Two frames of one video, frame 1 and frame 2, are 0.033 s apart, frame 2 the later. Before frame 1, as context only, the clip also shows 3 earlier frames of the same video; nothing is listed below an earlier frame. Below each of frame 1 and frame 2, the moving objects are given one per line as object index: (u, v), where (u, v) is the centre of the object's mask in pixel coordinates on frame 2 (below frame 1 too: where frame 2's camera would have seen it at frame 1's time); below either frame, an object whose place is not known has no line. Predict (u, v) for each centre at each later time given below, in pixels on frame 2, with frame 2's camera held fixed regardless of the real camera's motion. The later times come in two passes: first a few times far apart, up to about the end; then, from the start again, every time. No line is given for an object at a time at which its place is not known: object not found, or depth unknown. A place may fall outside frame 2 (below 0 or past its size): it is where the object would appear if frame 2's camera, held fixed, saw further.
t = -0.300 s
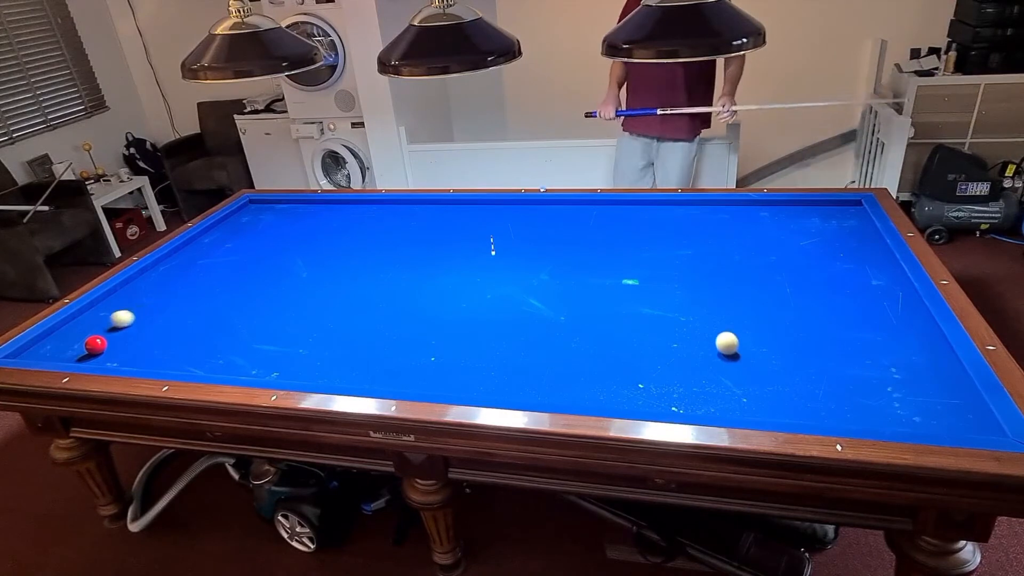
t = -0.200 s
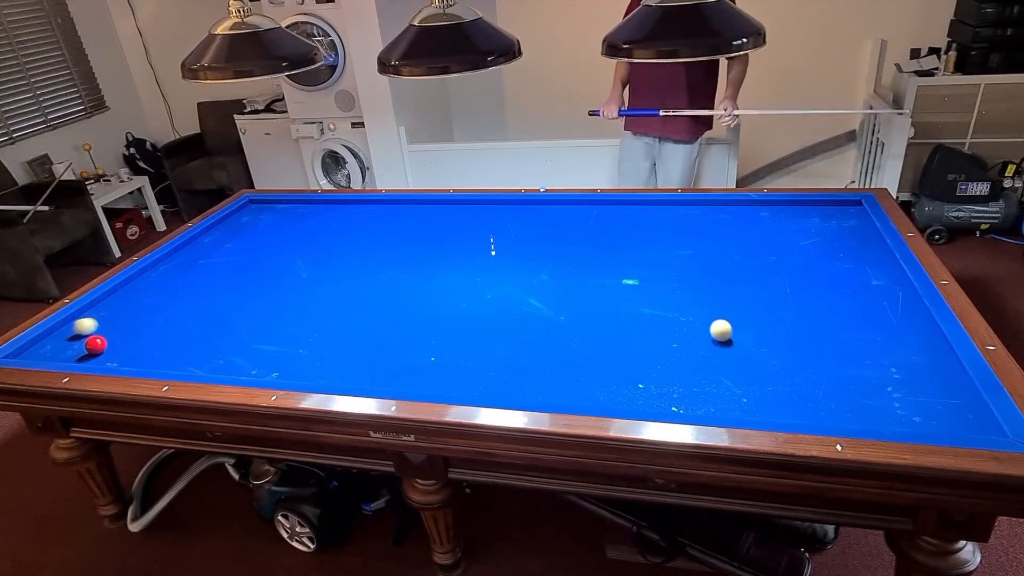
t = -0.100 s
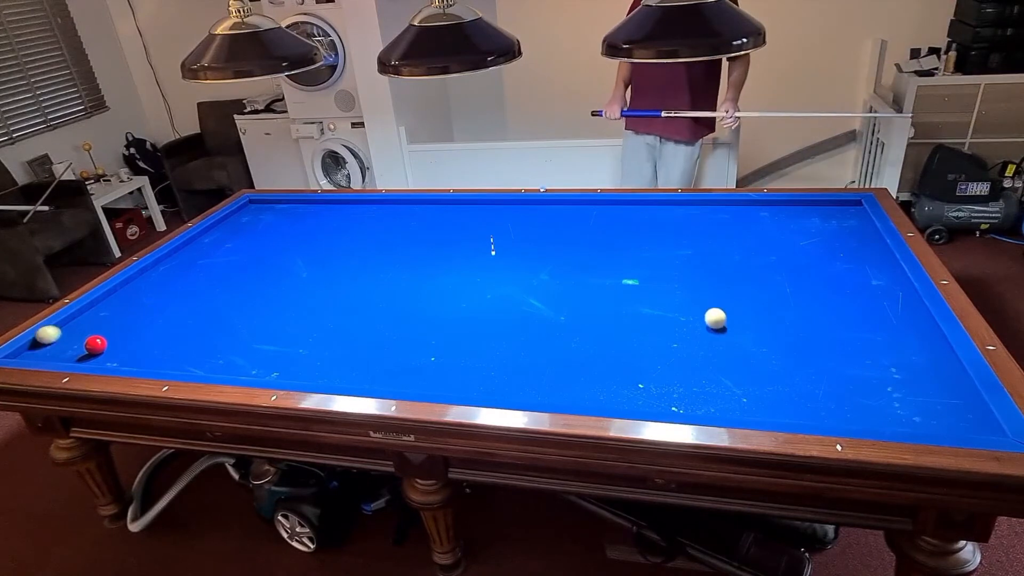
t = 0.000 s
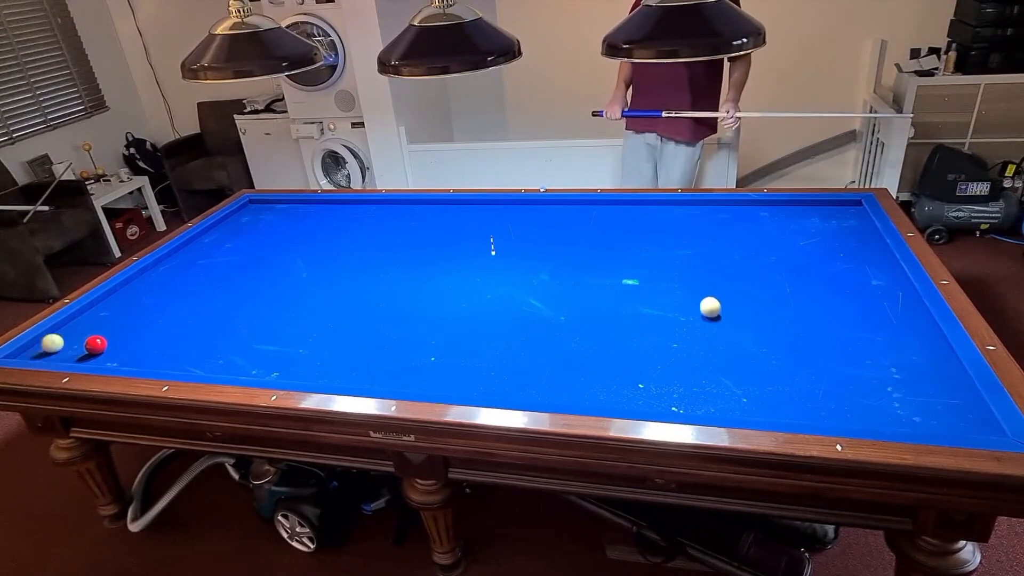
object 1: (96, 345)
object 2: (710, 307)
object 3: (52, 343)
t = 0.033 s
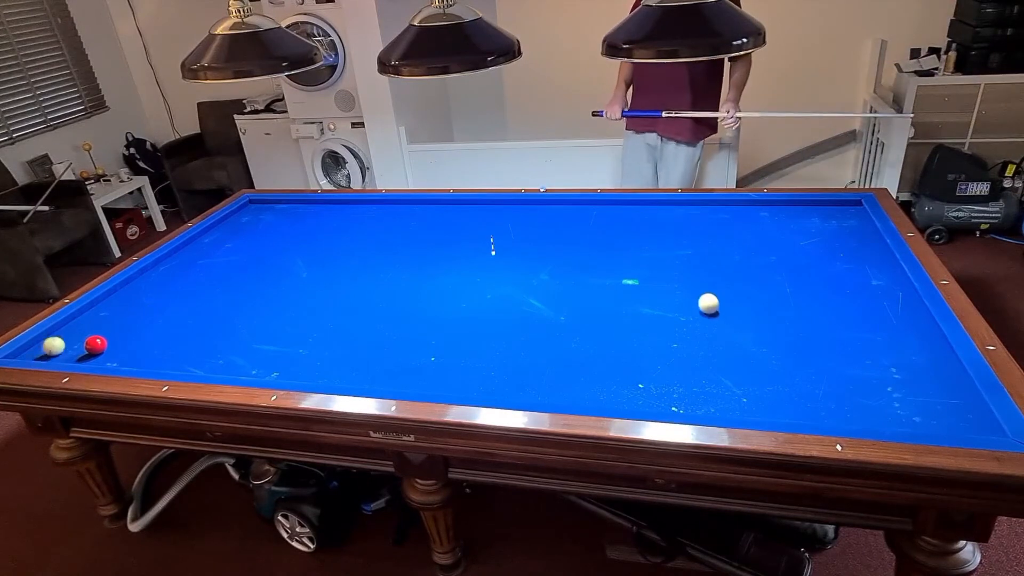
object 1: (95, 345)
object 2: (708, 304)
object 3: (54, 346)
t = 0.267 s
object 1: (96, 345)
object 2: (698, 281)
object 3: (76, 354)
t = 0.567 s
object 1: (124, 332)
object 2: (686, 256)
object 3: (100, 357)
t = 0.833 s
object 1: (146, 323)
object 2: (677, 236)
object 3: (123, 359)
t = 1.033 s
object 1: (161, 316)
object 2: (671, 224)
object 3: (140, 361)
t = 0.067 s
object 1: (96, 345)
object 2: (707, 300)
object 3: (55, 349)
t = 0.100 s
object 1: (95, 345)
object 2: (705, 297)
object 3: (55, 351)
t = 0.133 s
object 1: (96, 345)
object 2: (704, 294)
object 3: (56, 353)
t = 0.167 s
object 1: (96, 345)
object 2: (702, 290)
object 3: (57, 355)
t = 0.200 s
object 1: (95, 345)
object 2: (700, 287)
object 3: (63, 355)
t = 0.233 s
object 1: (96, 345)
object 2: (699, 284)
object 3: (69, 355)
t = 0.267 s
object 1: (96, 345)
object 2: (698, 281)
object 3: (76, 354)
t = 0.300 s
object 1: (99, 344)
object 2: (696, 278)
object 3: (78, 354)
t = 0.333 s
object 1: (102, 342)
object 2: (695, 275)
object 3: (81, 355)
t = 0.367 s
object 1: (106, 341)
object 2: (694, 272)
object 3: (83, 355)
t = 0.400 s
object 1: (109, 339)
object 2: (692, 269)
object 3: (86, 355)
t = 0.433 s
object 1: (112, 338)
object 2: (691, 266)
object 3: (89, 356)
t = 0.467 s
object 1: (115, 337)
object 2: (689, 263)
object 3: (92, 356)
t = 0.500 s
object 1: (118, 335)
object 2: (688, 261)
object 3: (95, 356)
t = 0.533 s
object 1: (121, 334)
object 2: (687, 258)
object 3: (97, 356)
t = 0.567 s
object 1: (124, 332)
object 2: (686, 256)
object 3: (100, 357)
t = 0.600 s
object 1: (127, 331)
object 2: (684, 253)
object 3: (103, 357)
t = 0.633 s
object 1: (129, 330)
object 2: (683, 250)
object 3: (106, 357)
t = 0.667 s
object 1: (132, 329)
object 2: (682, 248)
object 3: (109, 357)
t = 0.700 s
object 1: (135, 327)
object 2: (681, 246)
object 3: (112, 358)
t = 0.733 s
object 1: (138, 326)
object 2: (680, 243)
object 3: (114, 358)
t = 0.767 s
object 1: (141, 325)
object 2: (679, 241)
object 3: (117, 358)
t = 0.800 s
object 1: (143, 324)
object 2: (678, 239)
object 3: (120, 359)
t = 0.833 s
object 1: (146, 323)
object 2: (677, 236)
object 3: (123, 359)
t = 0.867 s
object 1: (149, 322)
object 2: (676, 234)
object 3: (126, 359)
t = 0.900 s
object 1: (151, 321)
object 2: (675, 232)
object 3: (129, 360)
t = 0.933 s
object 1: (154, 319)
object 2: (674, 230)
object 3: (131, 360)
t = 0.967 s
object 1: (156, 318)
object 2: (673, 228)
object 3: (134, 360)
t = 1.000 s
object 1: (159, 317)
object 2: (672, 226)
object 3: (137, 361)
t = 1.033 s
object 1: (161, 316)
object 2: (671, 224)
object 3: (140, 361)
